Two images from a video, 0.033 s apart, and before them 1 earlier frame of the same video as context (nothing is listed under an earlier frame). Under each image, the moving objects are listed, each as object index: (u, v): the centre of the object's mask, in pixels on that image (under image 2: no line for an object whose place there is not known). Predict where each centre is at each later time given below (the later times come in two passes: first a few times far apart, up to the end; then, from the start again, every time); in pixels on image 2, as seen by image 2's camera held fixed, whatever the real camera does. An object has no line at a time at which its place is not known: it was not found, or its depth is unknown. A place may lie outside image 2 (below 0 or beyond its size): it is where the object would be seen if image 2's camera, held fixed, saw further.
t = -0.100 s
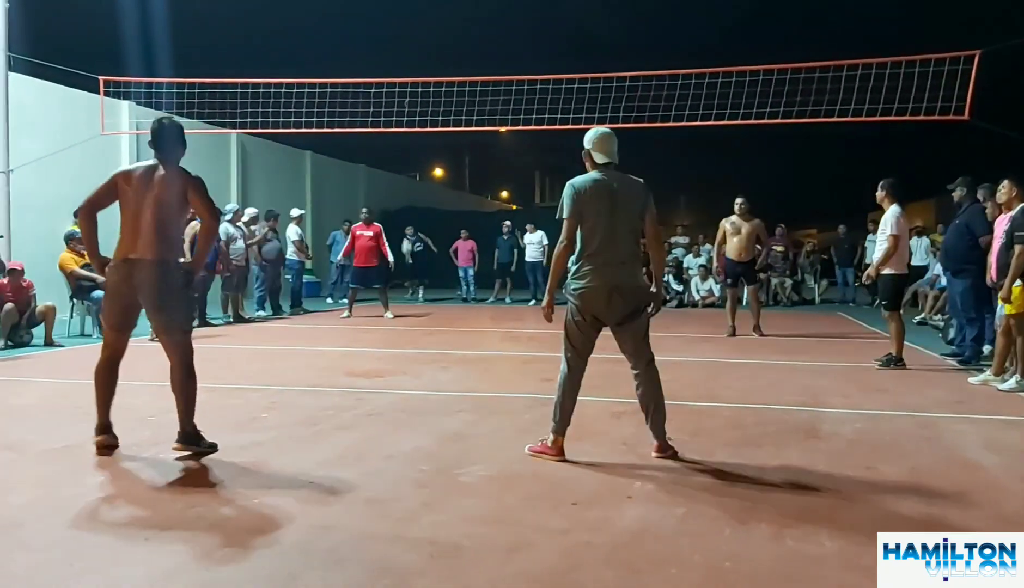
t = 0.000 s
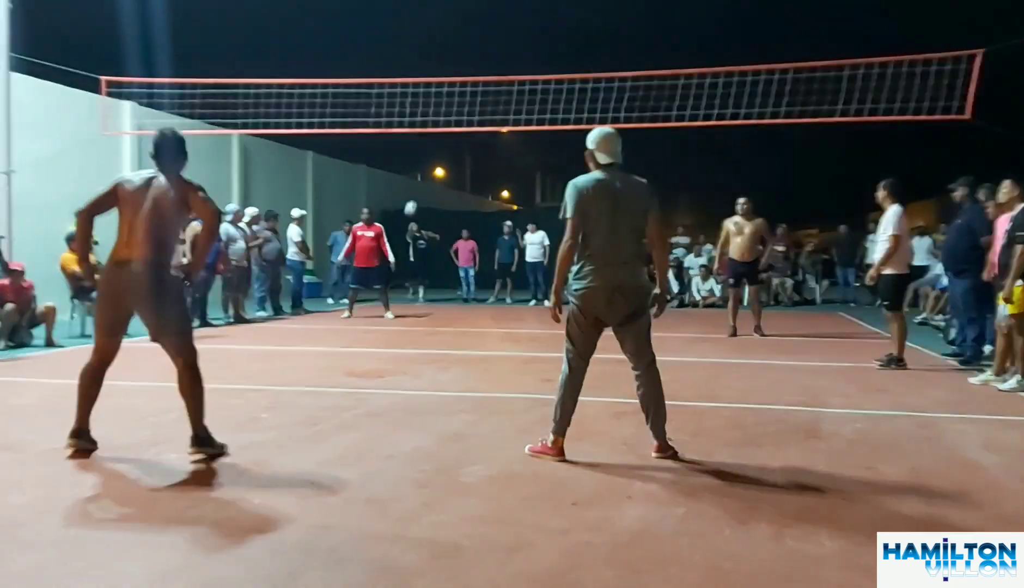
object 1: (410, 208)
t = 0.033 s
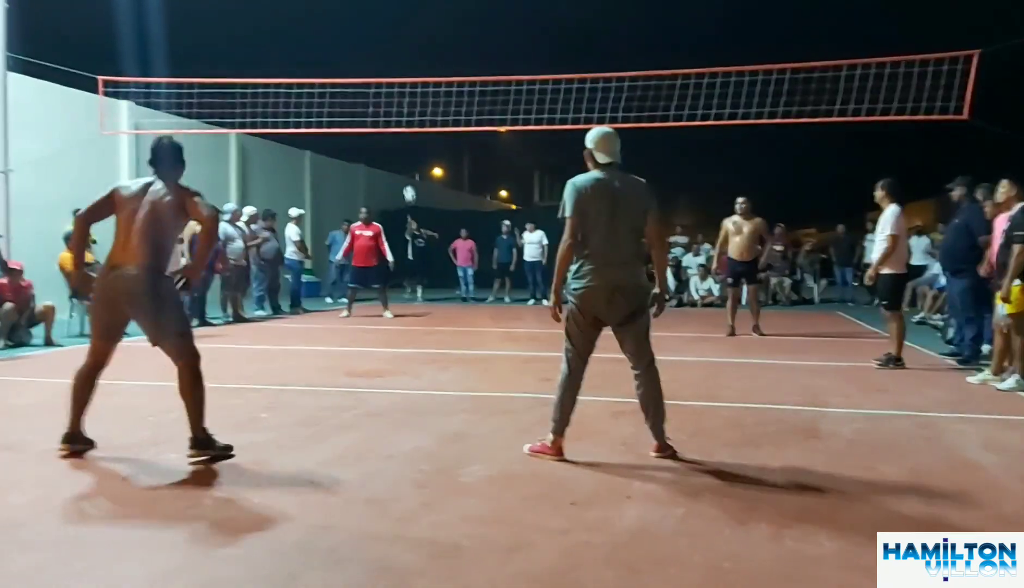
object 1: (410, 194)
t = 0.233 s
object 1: (415, 122)
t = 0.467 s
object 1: (425, 54)
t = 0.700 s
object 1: (436, 13)
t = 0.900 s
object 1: (449, 26)
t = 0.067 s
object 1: (410, 181)
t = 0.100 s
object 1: (412, 170)
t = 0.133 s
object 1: (413, 158)
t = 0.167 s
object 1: (415, 146)
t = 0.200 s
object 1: (415, 135)
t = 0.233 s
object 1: (415, 122)
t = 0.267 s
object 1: (417, 112)
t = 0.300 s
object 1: (418, 102)
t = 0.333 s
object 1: (419, 92)
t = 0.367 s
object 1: (420, 81)
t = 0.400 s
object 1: (422, 71)
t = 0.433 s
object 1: (424, 63)
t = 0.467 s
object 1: (425, 54)
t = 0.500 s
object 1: (425, 46)
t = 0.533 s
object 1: (426, 39)
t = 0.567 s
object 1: (428, 32)
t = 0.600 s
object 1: (430, 26)
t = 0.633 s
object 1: (431, 21)
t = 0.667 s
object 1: (434, 17)
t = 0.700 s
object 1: (436, 13)
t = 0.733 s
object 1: (438, 12)
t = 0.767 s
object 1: (439, 12)
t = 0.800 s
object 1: (442, 12)
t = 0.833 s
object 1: (444, 15)
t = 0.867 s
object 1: (446, 19)
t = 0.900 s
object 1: (449, 26)
